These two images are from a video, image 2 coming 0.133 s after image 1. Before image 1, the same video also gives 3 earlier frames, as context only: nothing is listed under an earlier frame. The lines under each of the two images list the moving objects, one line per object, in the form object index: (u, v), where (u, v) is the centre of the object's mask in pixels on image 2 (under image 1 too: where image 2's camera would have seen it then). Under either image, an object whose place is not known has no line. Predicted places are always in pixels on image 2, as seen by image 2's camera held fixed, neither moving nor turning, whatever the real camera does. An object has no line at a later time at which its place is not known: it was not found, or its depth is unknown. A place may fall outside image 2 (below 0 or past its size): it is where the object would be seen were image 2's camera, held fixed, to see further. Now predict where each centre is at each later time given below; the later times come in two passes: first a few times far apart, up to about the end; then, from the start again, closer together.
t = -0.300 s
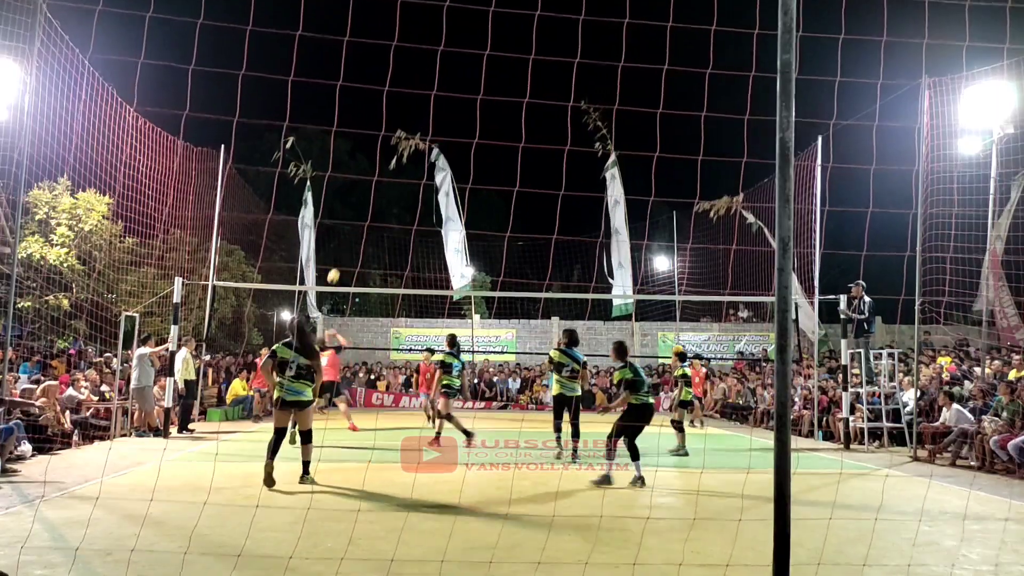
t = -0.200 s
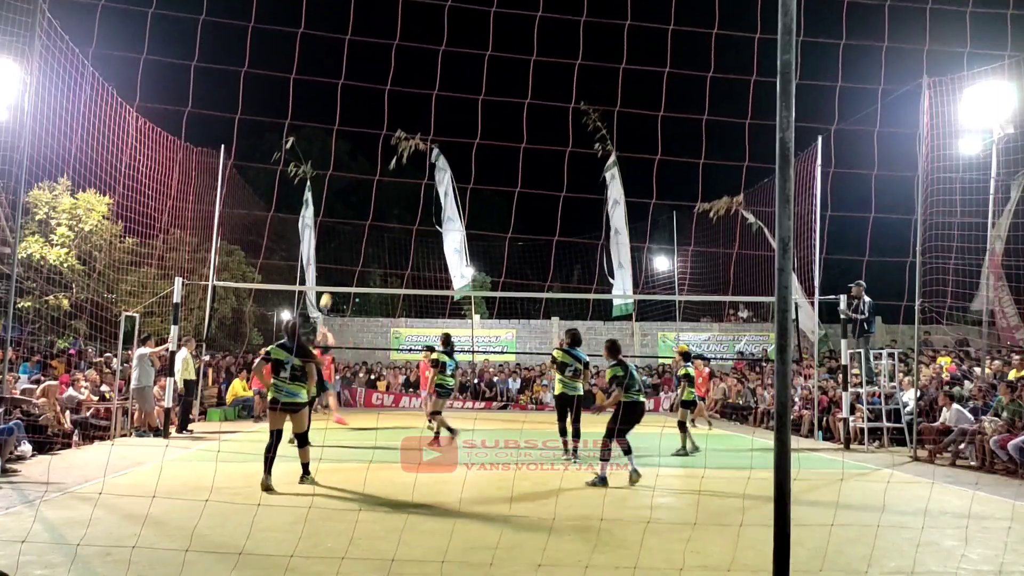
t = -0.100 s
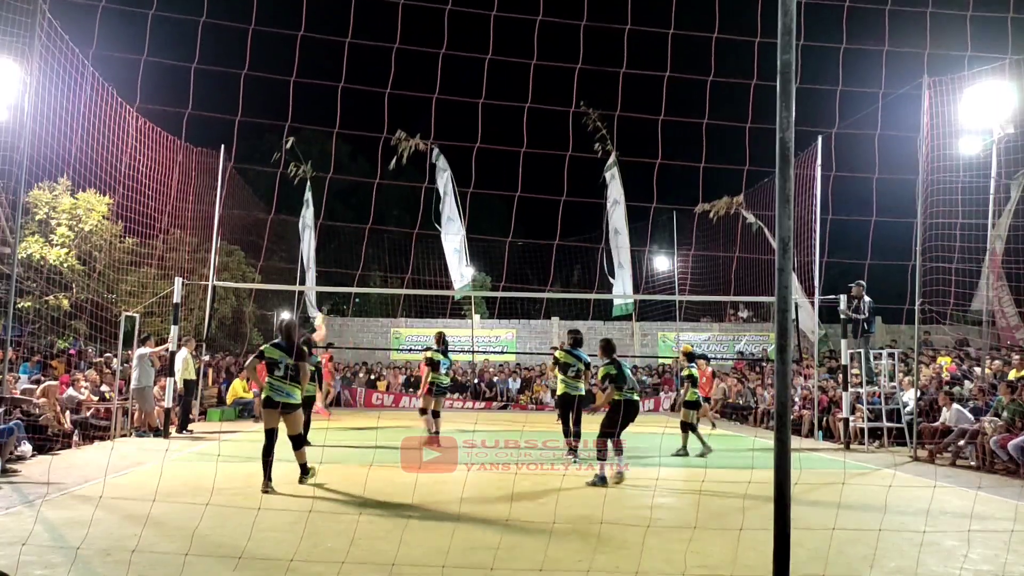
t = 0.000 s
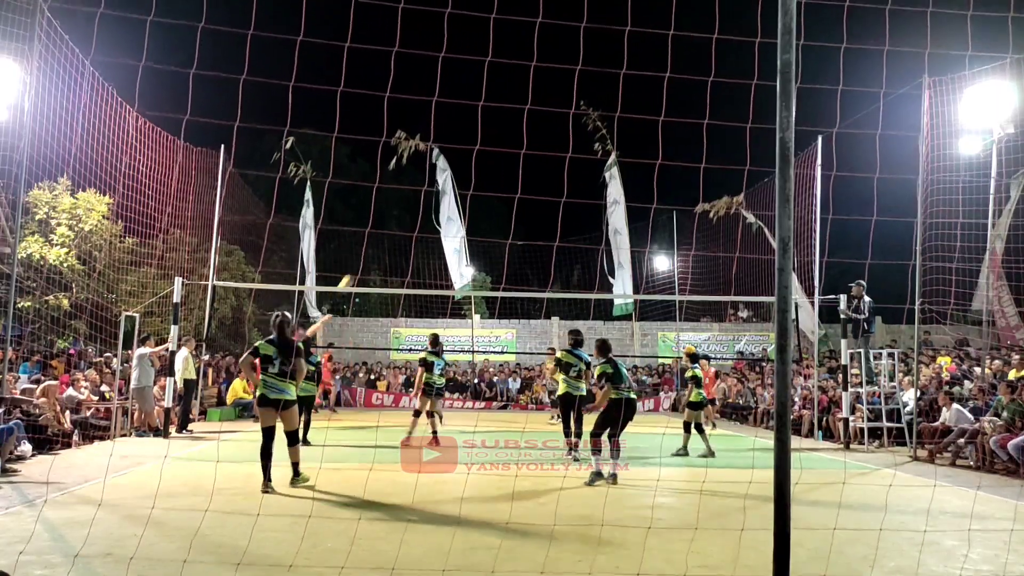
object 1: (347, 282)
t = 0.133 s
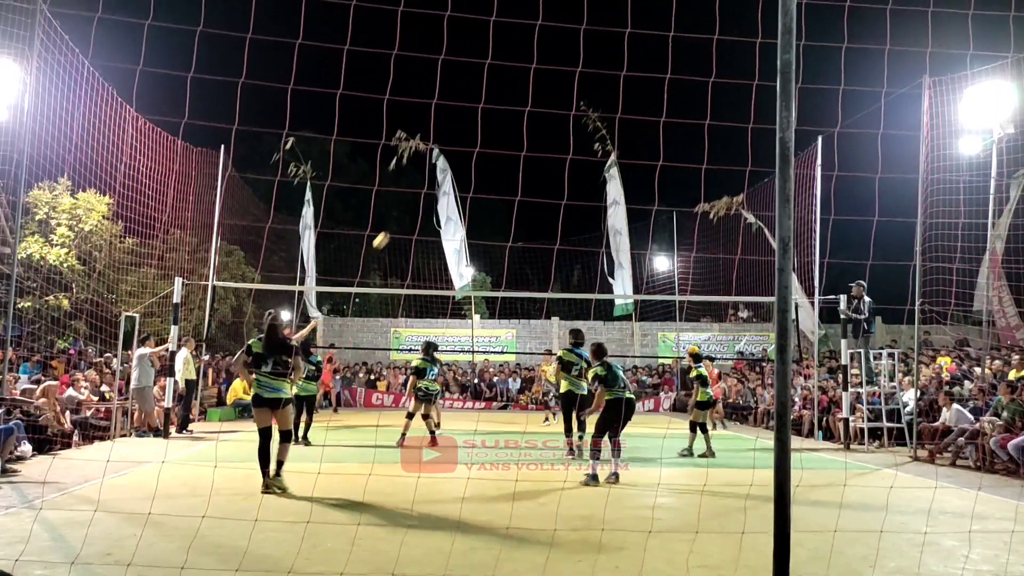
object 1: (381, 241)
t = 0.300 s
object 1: (426, 199)
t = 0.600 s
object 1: (503, 159)
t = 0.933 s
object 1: (586, 170)
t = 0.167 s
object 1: (390, 231)
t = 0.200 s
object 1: (399, 222)
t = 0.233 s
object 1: (408, 213)
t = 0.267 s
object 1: (417, 206)
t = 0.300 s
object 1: (426, 199)
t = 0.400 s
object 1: (452, 181)
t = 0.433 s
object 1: (461, 175)
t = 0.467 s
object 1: (469, 171)
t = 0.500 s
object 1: (478, 167)
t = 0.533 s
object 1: (487, 164)
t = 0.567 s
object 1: (495, 161)
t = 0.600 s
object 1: (503, 159)
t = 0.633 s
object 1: (512, 157)
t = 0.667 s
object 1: (520, 156)
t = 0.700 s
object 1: (529, 156)
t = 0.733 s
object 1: (537, 156)
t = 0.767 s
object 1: (545, 157)
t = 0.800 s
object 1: (554, 159)
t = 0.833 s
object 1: (562, 160)
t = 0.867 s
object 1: (570, 163)
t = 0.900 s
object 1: (578, 166)
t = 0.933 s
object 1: (586, 170)
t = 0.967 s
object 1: (594, 174)
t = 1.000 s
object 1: (601, 179)
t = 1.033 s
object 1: (608, 185)
